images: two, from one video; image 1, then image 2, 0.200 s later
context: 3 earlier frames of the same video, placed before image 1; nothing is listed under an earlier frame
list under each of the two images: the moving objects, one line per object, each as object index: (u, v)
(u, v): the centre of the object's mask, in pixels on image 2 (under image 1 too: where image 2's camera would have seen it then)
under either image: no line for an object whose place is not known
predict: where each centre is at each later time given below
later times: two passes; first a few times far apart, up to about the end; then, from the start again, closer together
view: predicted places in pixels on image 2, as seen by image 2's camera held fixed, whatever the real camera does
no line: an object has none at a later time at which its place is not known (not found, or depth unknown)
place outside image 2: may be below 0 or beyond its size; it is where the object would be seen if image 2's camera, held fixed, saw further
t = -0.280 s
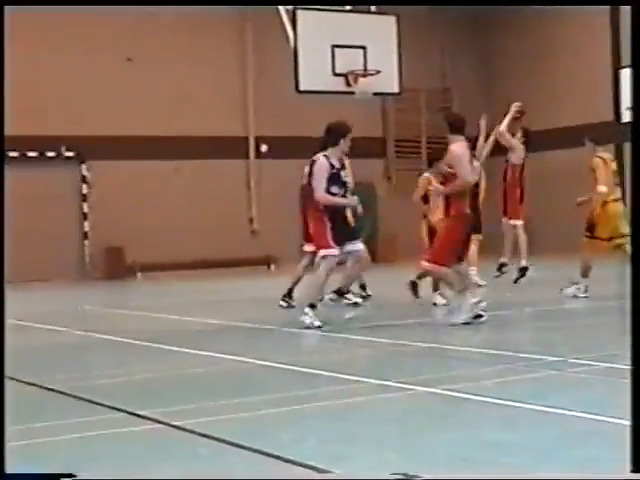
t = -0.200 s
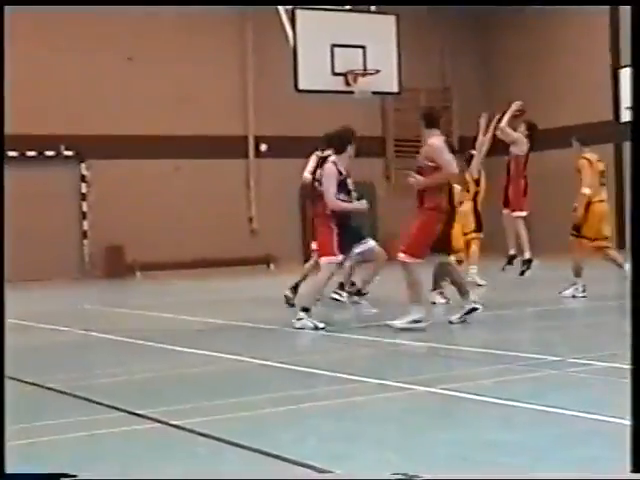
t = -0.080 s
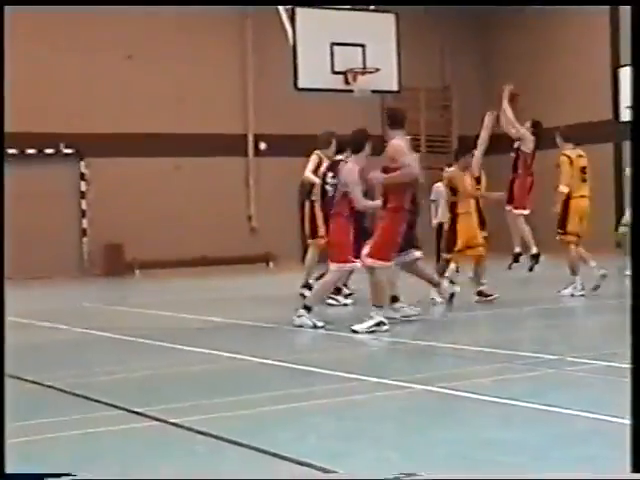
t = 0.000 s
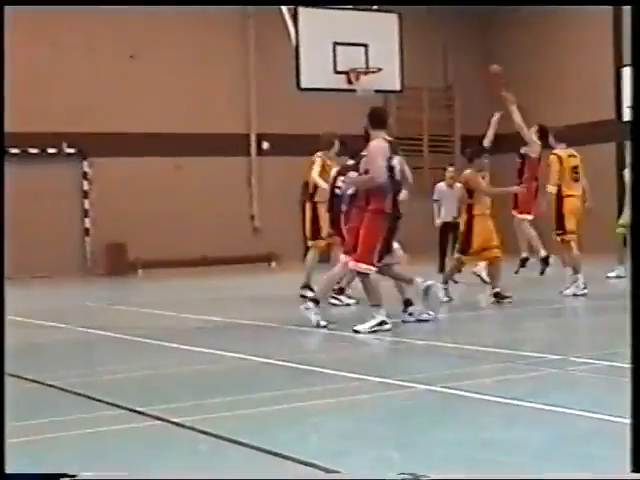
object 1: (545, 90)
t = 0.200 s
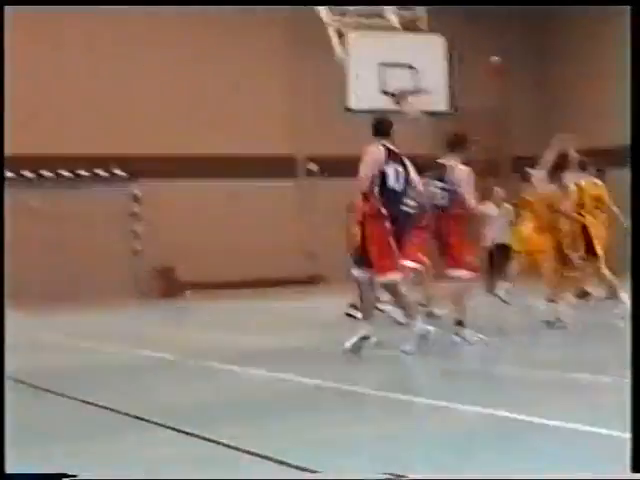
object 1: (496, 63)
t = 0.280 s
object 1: (474, 58)
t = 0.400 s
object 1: (447, 64)
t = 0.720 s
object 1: (446, 87)
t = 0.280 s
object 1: (474, 58)
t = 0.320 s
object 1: (465, 60)
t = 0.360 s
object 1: (456, 63)
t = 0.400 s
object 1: (447, 64)
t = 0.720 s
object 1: (446, 87)
